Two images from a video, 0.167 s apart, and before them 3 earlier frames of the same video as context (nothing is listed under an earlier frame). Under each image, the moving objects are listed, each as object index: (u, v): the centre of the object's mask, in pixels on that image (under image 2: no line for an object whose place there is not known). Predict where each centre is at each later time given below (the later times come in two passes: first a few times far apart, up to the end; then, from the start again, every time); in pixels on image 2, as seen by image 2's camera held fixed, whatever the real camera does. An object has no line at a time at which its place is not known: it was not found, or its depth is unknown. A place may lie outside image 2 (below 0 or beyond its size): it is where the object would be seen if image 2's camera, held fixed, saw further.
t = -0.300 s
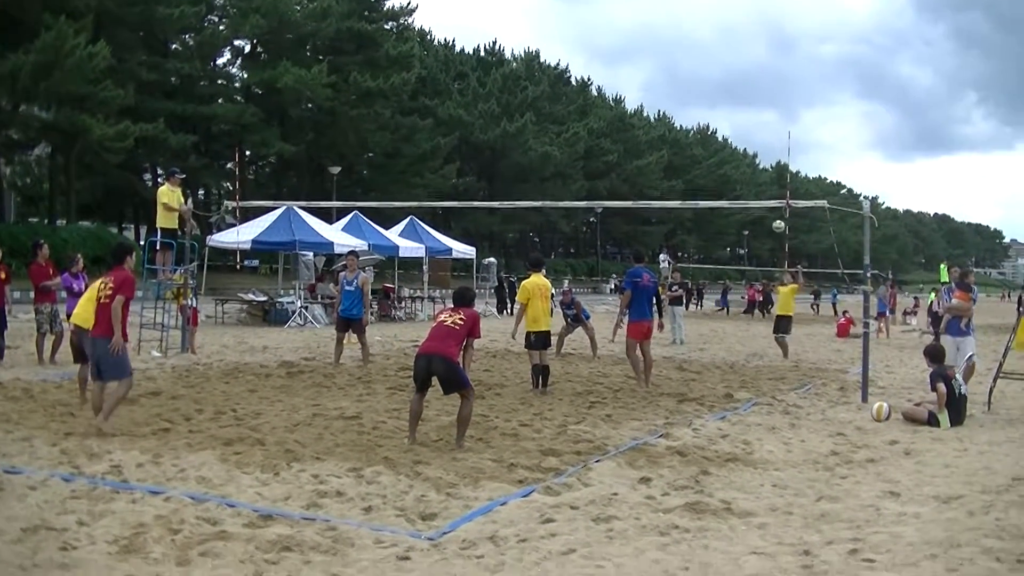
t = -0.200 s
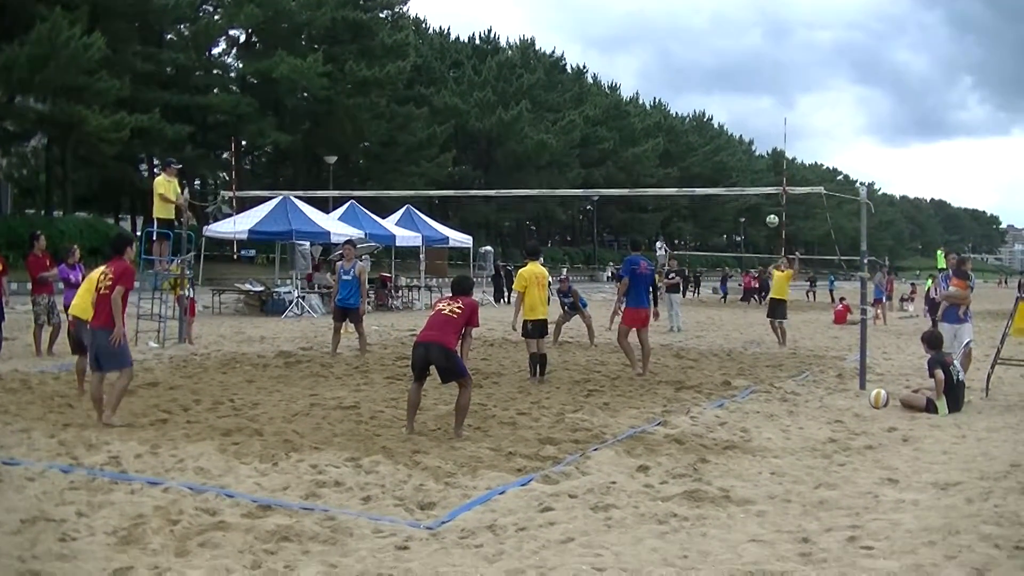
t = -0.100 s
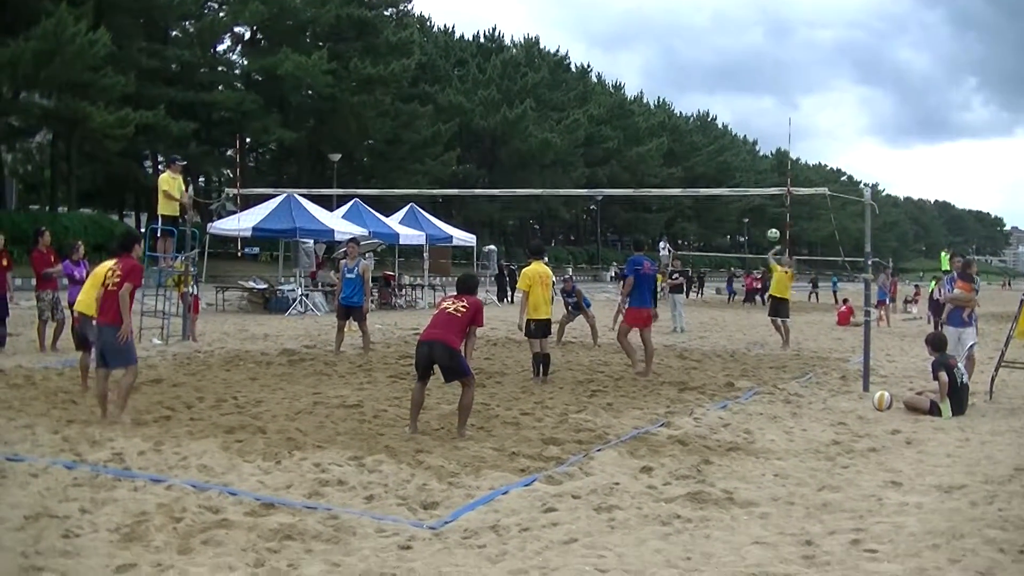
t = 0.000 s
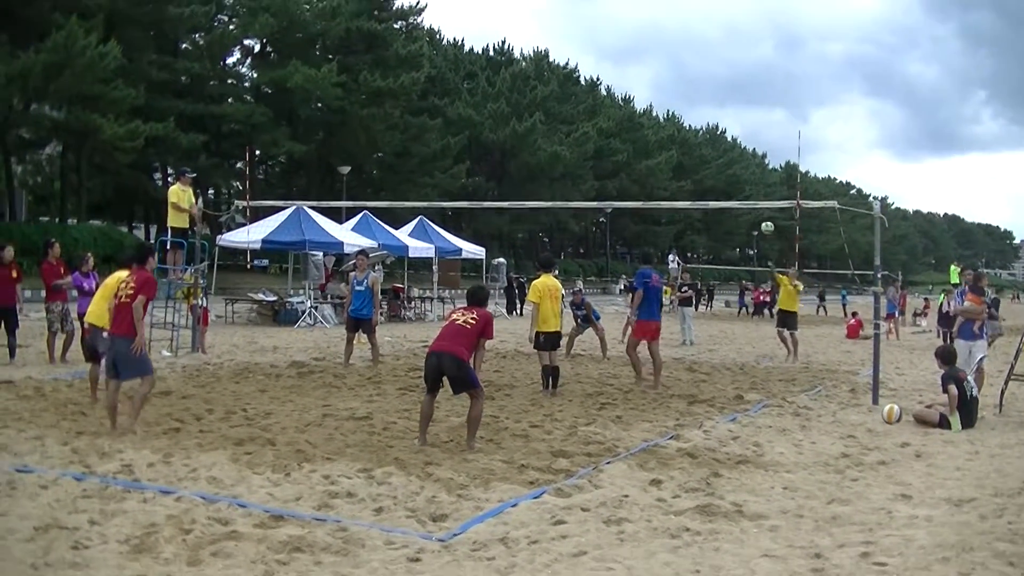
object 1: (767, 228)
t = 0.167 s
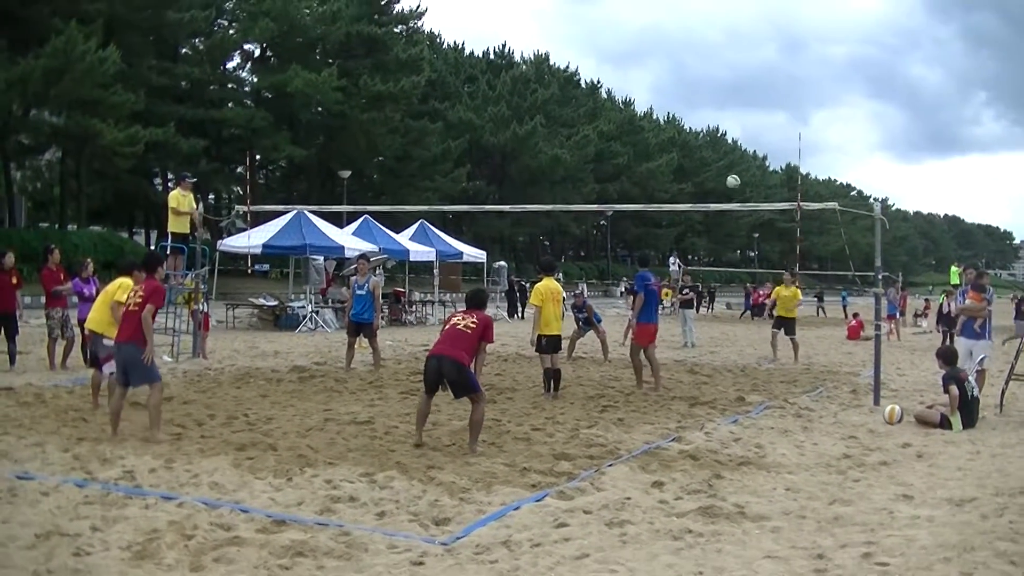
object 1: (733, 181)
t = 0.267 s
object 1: (708, 159)
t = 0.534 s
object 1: (634, 129)
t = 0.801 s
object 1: (539, 151)
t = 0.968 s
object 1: (464, 204)
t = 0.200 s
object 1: (725, 173)
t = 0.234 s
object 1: (717, 165)
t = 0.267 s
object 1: (708, 159)
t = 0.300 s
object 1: (699, 153)
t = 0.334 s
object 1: (690, 148)
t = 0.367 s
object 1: (681, 143)
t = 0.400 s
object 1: (672, 139)
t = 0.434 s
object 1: (663, 135)
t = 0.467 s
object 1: (654, 132)
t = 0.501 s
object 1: (644, 130)
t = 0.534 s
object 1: (634, 129)
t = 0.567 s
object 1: (623, 129)
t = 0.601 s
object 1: (613, 129)
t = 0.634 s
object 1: (602, 130)
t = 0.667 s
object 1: (591, 132)
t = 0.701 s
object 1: (579, 135)
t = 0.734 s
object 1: (566, 139)
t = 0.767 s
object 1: (552, 144)
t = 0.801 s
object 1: (539, 151)
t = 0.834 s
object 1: (524, 159)
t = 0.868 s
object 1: (510, 169)
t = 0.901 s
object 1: (495, 179)
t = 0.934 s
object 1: (479, 191)
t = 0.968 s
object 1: (464, 204)
